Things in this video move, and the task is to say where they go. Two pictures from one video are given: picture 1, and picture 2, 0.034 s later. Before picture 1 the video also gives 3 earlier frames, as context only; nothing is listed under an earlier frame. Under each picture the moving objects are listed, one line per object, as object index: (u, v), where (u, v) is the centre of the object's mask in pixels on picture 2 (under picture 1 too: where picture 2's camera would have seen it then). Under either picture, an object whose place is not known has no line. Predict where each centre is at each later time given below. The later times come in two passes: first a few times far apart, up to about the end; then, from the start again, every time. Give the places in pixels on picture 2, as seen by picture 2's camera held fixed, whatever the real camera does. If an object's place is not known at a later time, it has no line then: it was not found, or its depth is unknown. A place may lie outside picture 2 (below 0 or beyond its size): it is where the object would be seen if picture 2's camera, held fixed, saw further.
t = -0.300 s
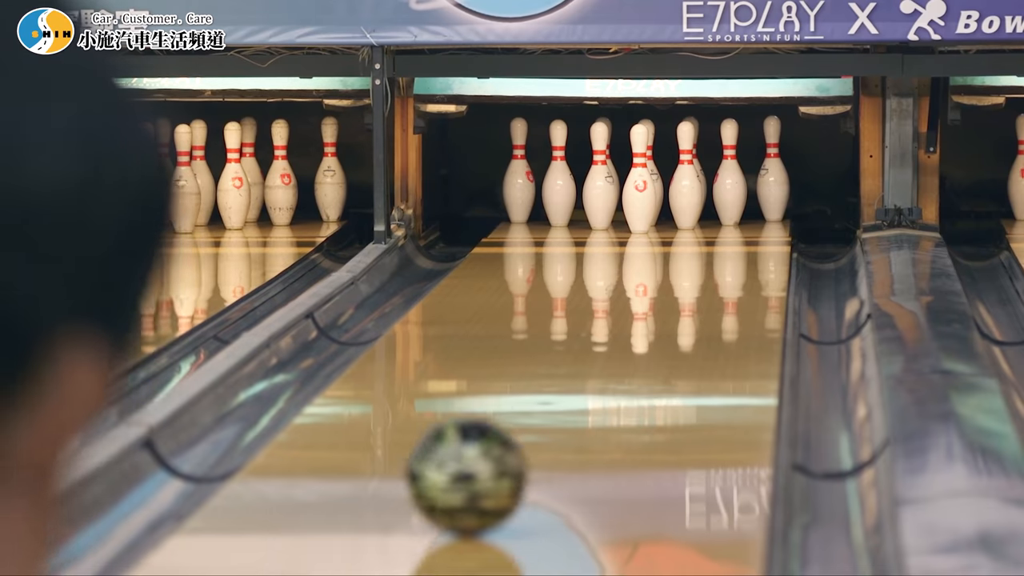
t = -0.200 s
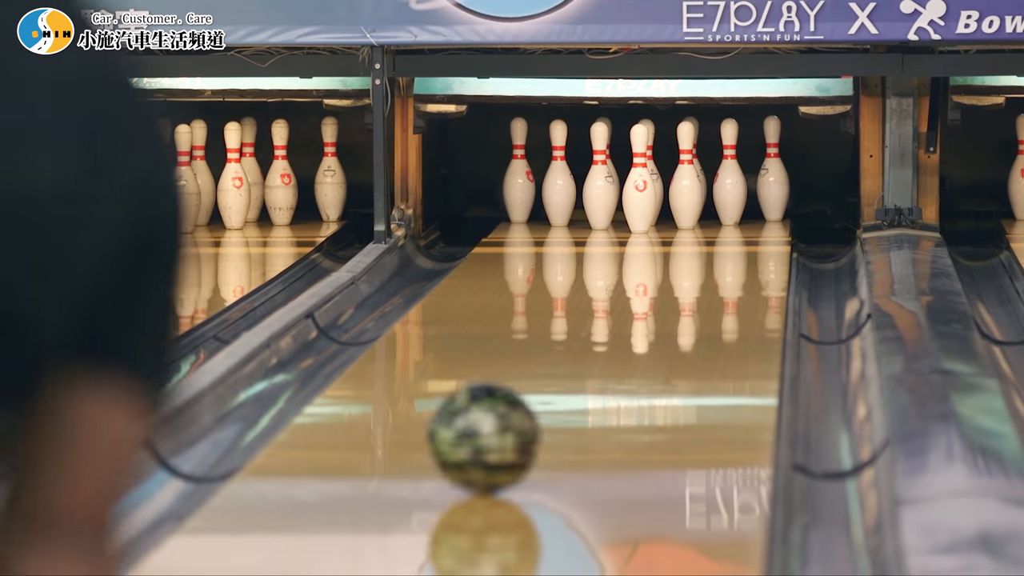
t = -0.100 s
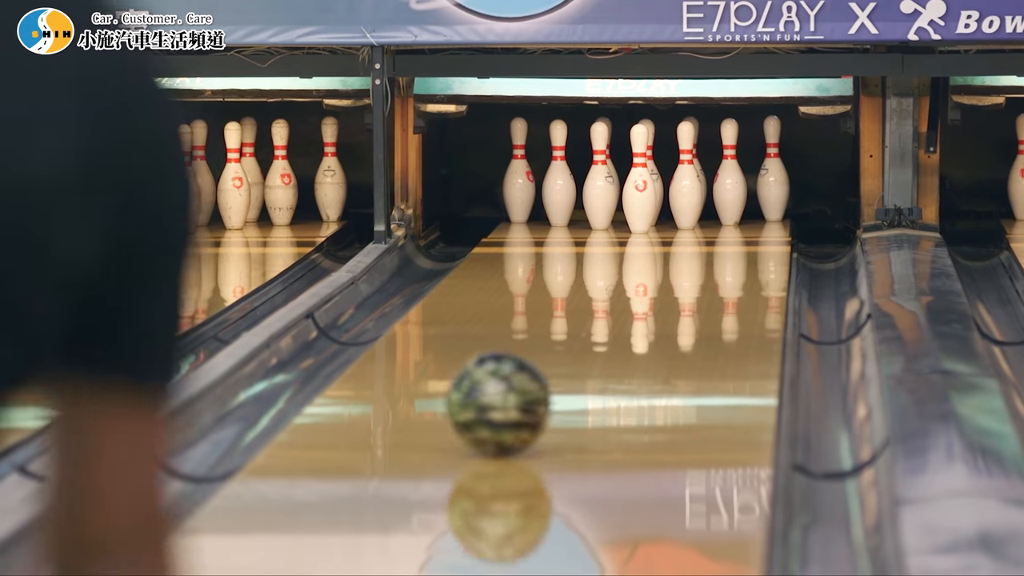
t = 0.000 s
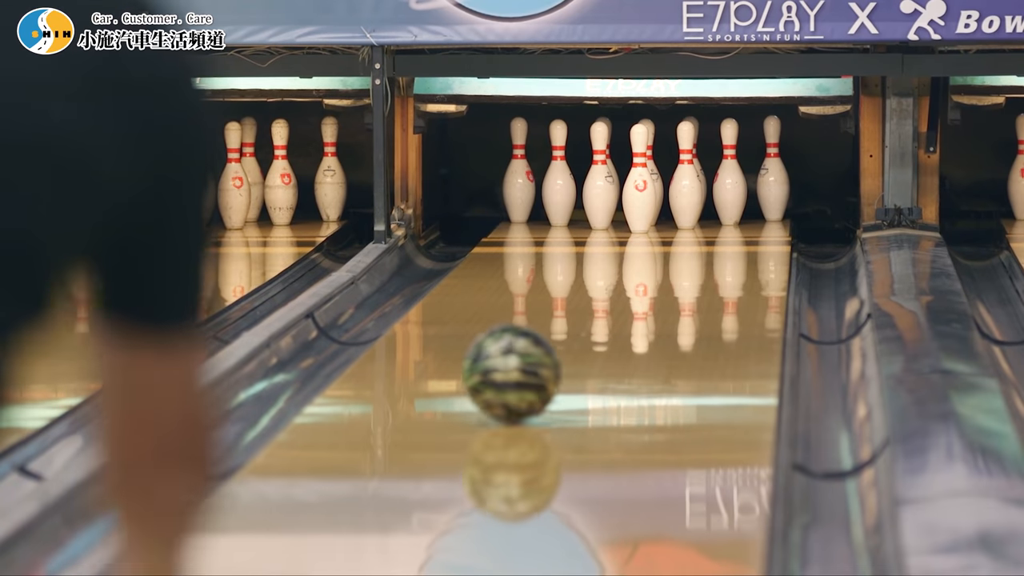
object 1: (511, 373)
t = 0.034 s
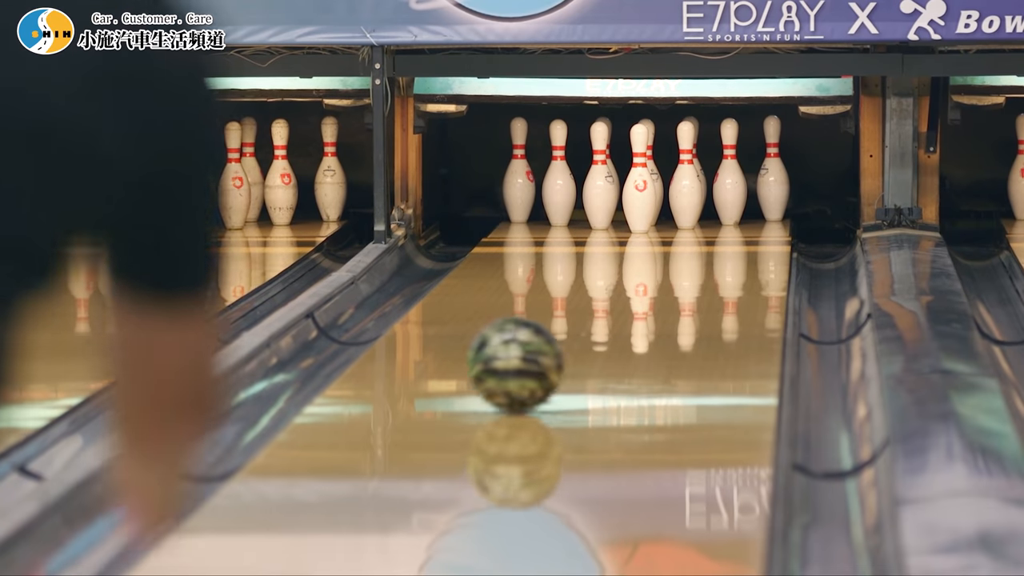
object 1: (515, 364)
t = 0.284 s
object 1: (541, 307)
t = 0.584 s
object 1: (565, 257)
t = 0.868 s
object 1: (583, 220)
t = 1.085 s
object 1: (588, 197)
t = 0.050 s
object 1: (517, 359)
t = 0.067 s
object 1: (519, 355)
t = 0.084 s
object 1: (521, 351)
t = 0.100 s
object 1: (523, 348)
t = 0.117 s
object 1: (524, 343)
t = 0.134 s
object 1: (526, 339)
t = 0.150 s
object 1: (528, 335)
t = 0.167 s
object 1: (530, 331)
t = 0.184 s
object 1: (532, 328)
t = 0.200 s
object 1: (533, 324)
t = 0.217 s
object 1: (535, 320)
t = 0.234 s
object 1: (536, 317)
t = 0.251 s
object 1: (538, 313)
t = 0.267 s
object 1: (540, 310)
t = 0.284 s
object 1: (541, 307)
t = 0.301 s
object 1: (542, 304)
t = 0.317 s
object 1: (544, 301)
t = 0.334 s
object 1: (546, 298)
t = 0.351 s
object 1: (547, 295)
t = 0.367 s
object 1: (549, 292)
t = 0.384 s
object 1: (550, 289)
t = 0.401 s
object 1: (551, 286)
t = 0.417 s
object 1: (552, 283)
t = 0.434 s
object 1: (553, 279)
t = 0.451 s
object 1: (555, 277)
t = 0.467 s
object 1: (556, 275)
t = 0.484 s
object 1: (558, 272)
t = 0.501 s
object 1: (559, 270)
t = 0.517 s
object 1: (560, 267)
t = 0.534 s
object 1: (561, 265)
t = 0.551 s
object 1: (562, 262)
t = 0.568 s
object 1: (564, 260)
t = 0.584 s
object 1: (565, 257)
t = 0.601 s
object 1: (566, 255)
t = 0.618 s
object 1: (567, 252)
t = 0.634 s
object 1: (568, 250)
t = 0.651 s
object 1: (569, 248)
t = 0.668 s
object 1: (570, 246)
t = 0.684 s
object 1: (572, 243)
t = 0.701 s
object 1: (573, 241)
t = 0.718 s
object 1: (574, 239)
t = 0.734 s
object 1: (575, 237)
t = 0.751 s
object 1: (576, 235)
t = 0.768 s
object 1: (577, 232)
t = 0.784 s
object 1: (578, 230)
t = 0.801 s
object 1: (579, 228)
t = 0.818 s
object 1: (580, 226)
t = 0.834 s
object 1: (581, 224)
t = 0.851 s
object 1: (582, 222)
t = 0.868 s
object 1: (583, 220)
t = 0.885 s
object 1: (583, 217)
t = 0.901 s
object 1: (585, 216)
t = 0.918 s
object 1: (586, 213)
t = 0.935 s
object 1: (587, 211)
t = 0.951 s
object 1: (587, 209)
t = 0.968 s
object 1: (588, 207)
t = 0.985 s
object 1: (589, 205)
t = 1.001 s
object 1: (590, 204)
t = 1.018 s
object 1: (591, 202)
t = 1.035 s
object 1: (591, 200)
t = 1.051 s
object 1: (589, 199)
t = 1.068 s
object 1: (588, 198)
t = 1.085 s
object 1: (588, 197)
